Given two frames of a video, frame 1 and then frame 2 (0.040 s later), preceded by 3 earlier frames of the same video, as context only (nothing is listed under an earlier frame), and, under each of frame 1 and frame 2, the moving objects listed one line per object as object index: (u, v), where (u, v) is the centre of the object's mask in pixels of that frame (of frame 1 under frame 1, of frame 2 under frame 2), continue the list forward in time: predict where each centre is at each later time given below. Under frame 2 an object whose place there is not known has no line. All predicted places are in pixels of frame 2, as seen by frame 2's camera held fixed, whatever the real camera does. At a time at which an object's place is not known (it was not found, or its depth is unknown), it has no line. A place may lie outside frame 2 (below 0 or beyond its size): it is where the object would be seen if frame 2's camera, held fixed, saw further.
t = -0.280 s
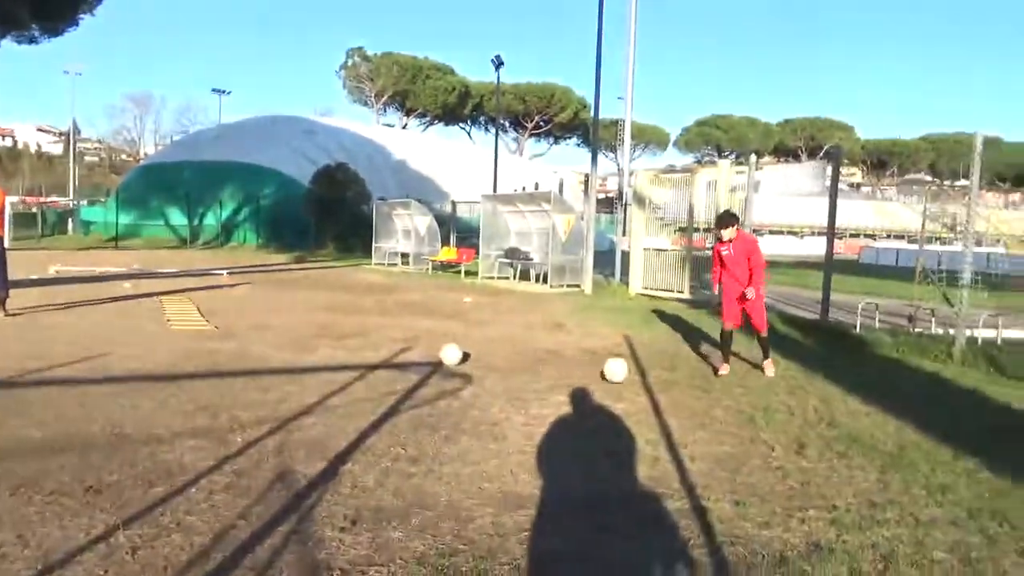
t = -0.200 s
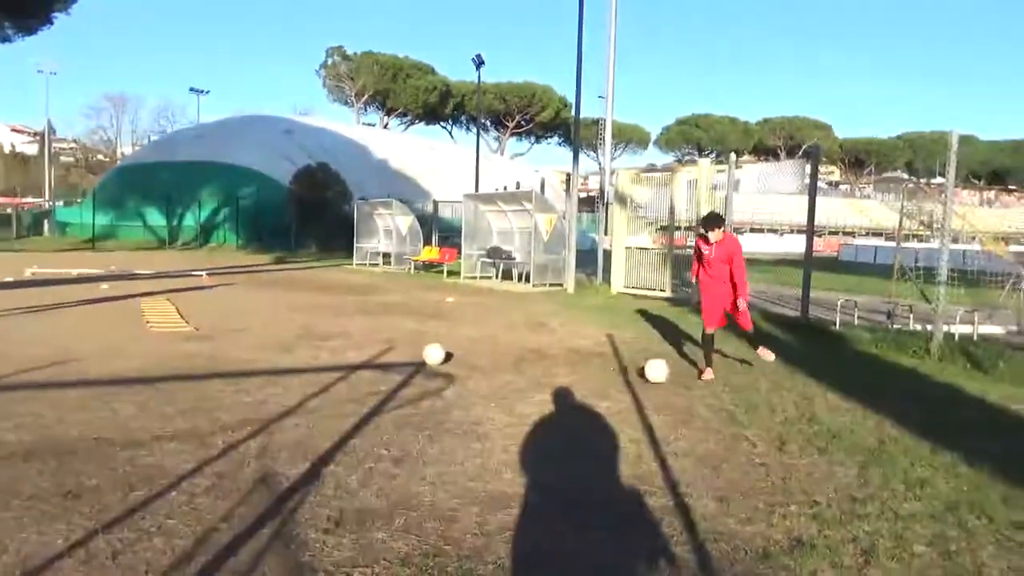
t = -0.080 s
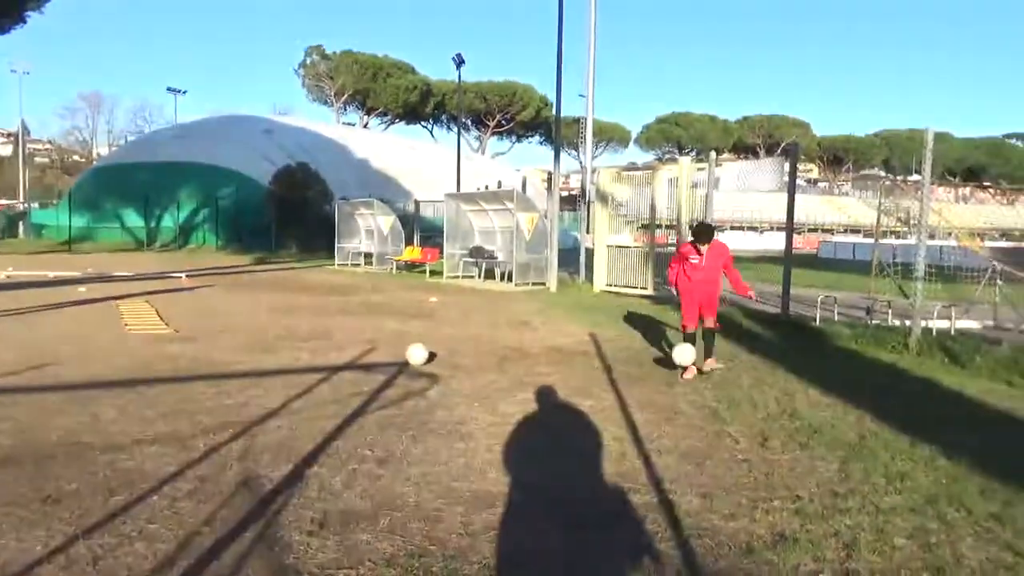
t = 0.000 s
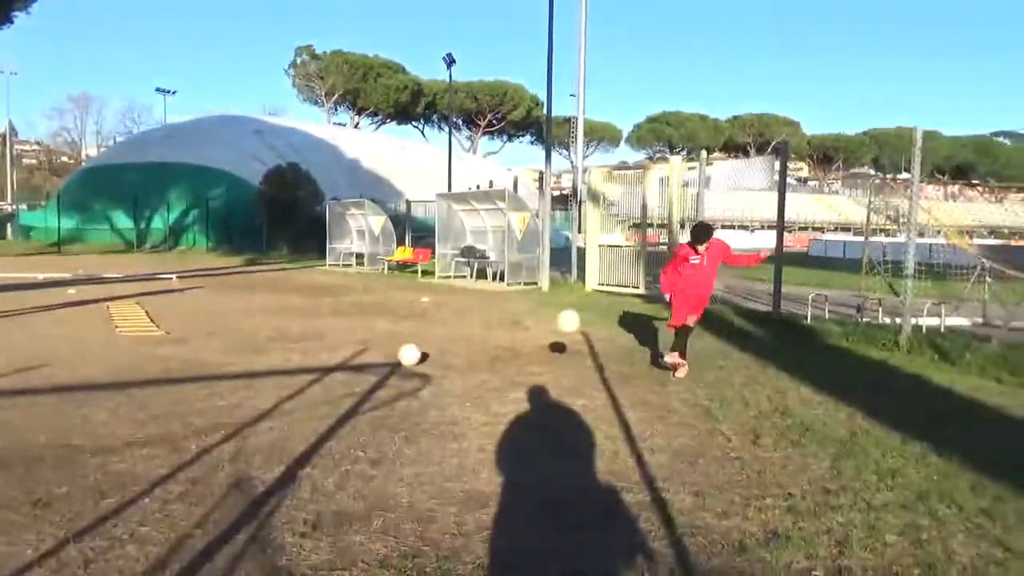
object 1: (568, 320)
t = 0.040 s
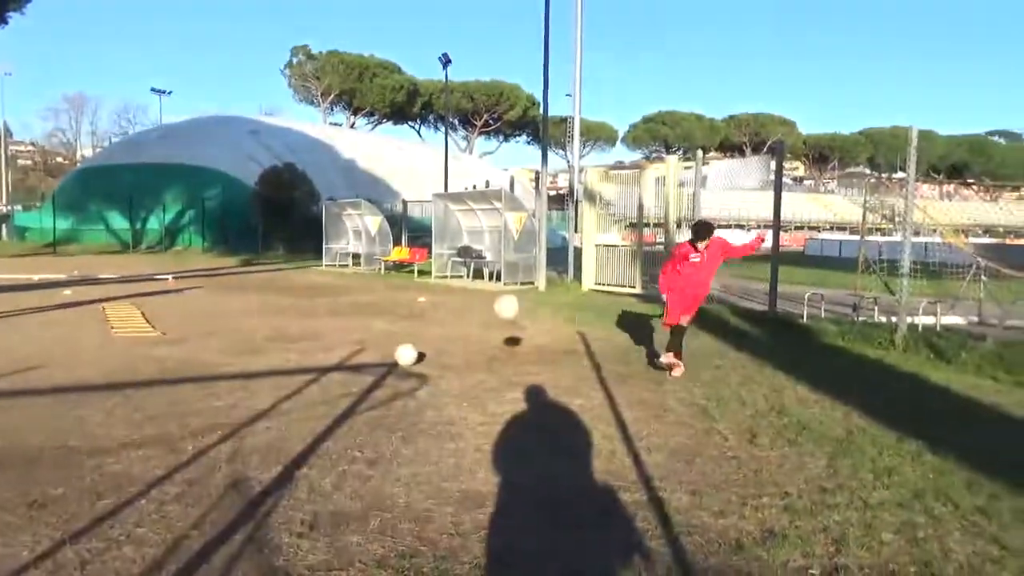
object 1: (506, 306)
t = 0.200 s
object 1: (242, 255)
